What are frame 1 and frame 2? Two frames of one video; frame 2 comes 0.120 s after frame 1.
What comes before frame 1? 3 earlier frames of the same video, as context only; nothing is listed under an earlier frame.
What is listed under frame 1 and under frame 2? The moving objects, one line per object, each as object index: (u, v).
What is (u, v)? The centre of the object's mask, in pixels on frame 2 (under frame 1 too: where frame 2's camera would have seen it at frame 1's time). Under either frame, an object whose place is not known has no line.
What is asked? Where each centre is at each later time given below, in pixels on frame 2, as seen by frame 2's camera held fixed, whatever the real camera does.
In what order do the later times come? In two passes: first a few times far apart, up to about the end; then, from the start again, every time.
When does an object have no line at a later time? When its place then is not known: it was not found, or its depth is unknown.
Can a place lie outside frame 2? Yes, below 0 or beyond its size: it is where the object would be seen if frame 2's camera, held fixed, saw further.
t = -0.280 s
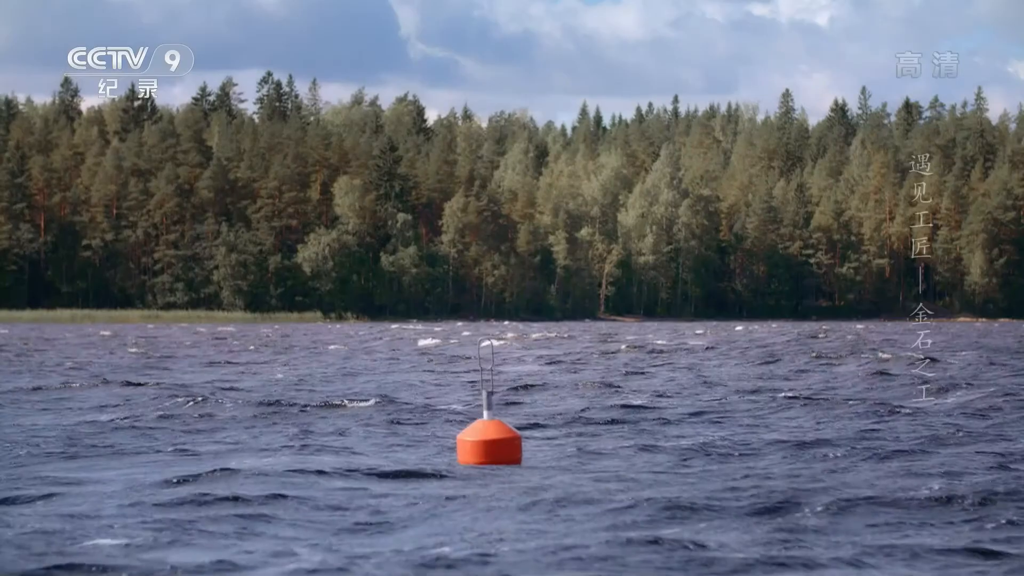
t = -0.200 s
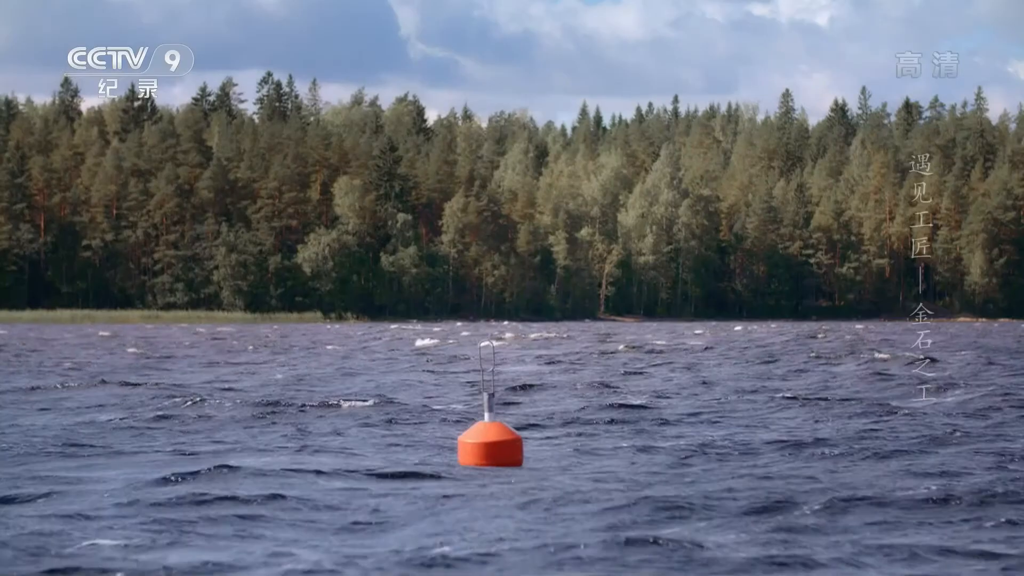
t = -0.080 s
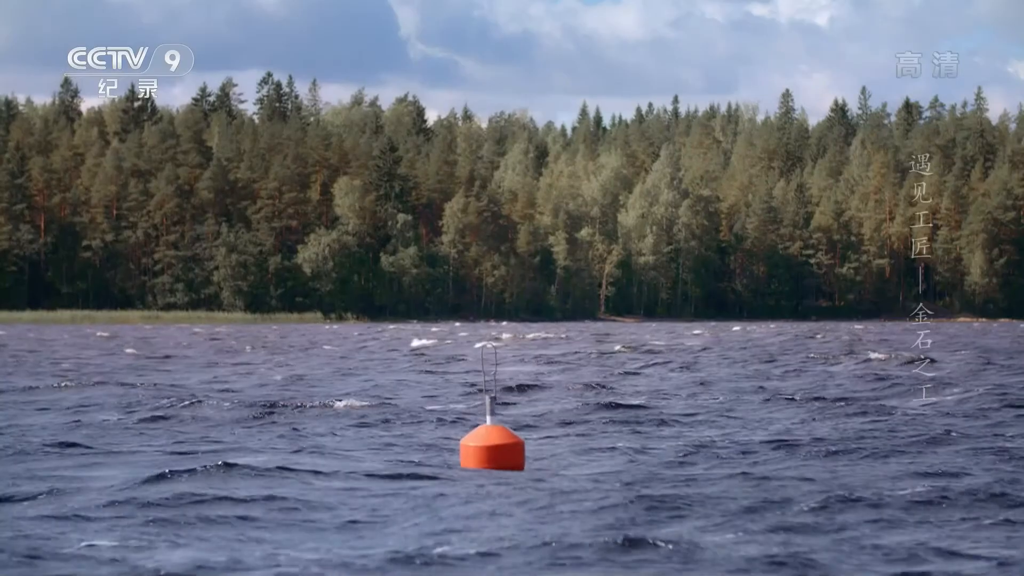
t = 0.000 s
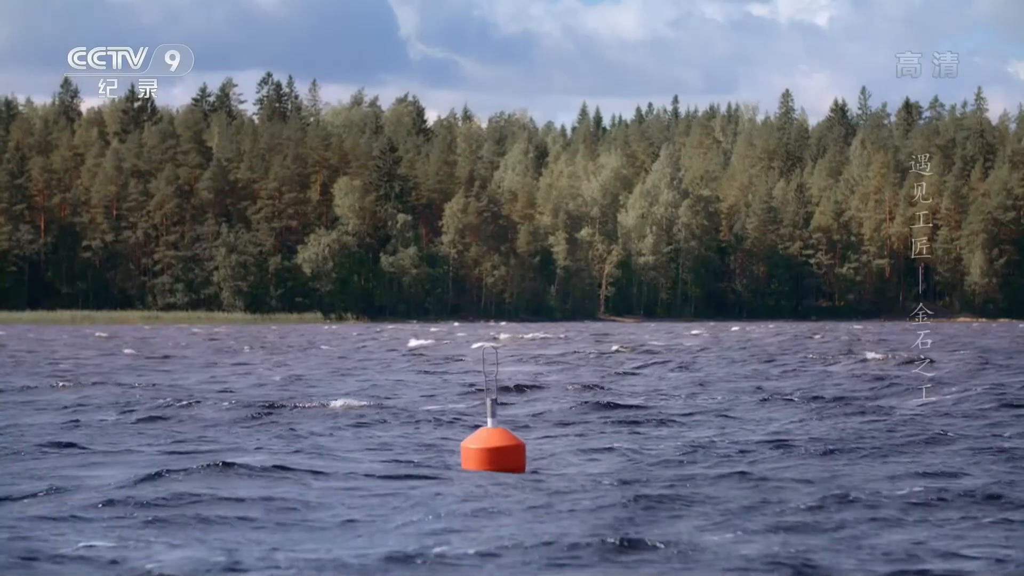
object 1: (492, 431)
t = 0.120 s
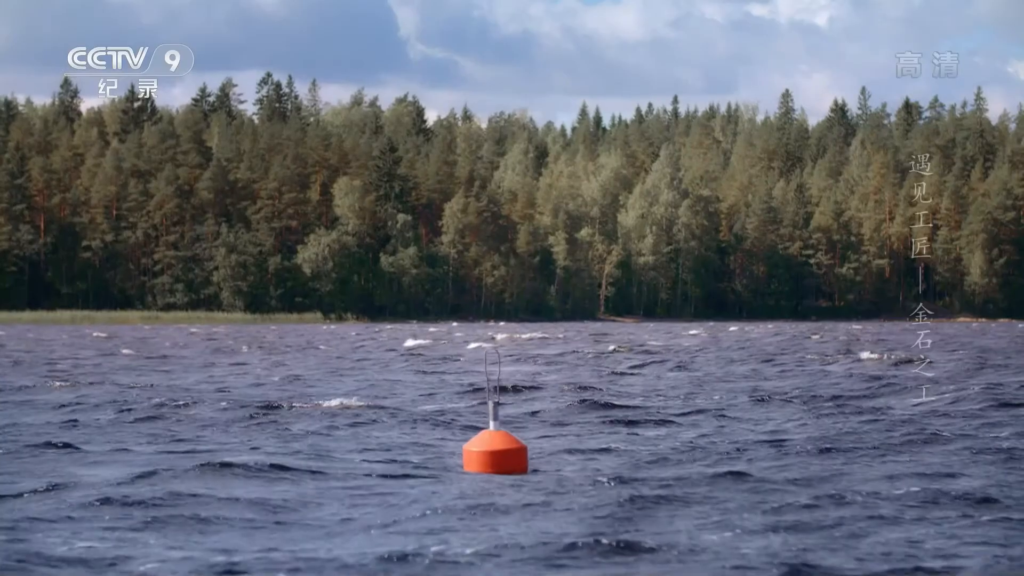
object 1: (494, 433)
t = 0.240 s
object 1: (496, 435)
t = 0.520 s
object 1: (502, 436)
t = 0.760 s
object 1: (506, 437)
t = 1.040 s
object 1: (509, 435)
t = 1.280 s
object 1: (508, 430)
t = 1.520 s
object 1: (505, 432)
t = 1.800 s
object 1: (500, 414)
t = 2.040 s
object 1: (494, 409)
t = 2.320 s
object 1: (486, 406)
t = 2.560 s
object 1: (480, 405)
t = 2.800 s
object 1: (474, 407)
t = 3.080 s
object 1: (470, 417)
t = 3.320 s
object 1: (465, 413)
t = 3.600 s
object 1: (465, 418)
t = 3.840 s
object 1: (467, 422)
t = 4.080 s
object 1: (469, 424)
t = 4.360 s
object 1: (474, 427)
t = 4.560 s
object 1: (477, 429)
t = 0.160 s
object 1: (495, 434)
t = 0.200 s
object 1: (496, 435)
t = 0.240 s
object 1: (496, 435)
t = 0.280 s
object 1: (497, 435)
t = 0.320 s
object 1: (498, 435)
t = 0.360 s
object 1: (499, 435)
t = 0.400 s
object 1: (500, 435)
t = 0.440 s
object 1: (500, 435)
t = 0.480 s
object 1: (501, 436)
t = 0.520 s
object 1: (502, 436)
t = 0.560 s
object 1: (503, 436)
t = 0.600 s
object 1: (504, 436)
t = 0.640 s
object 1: (504, 436)
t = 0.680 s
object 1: (505, 437)
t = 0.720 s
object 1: (505, 437)
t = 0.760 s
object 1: (506, 437)
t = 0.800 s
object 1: (506, 446)
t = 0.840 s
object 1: (506, 446)
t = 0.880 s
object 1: (507, 445)
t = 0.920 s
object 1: (507, 445)
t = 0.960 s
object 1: (508, 444)
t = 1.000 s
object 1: (508, 444)
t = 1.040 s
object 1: (509, 435)
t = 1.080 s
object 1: (508, 443)
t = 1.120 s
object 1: (509, 433)
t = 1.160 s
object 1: (509, 433)
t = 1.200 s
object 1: (509, 432)
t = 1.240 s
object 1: (509, 431)
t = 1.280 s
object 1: (508, 430)
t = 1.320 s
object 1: (508, 429)
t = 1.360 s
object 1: (507, 436)
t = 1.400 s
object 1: (508, 437)
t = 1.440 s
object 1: (507, 428)
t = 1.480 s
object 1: (506, 434)
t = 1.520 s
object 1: (505, 432)
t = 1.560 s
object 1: (504, 430)
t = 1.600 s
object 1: (504, 419)
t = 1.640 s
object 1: (503, 419)
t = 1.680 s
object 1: (502, 417)
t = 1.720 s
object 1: (502, 417)
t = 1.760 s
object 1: (501, 415)
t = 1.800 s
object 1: (500, 414)
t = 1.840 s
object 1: (499, 413)
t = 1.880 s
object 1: (498, 412)
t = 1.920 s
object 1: (497, 411)
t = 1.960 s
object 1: (496, 410)
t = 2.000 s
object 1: (495, 409)
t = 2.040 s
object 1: (494, 409)
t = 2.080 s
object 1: (493, 408)
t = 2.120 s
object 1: (491, 407)
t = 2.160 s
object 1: (490, 406)
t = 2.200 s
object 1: (490, 406)
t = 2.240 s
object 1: (488, 406)
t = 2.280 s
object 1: (487, 406)
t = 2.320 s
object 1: (486, 406)
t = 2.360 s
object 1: (485, 406)
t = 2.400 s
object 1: (484, 405)
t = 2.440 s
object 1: (483, 405)
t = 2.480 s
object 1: (482, 405)
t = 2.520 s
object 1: (481, 405)
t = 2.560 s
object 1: (480, 405)
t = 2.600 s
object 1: (479, 406)
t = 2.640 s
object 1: (478, 406)
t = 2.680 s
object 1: (477, 406)
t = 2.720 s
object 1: (476, 406)
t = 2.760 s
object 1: (475, 407)
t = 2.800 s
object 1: (474, 407)
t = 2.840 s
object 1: (473, 407)
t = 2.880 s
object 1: (472, 407)
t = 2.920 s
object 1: (471, 408)
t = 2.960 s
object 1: (471, 408)
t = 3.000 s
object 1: (470, 408)
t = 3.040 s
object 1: (469, 409)
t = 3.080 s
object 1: (470, 417)
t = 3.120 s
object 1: (469, 417)
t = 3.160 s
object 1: (469, 421)
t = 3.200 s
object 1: (467, 411)
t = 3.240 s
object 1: (466, 412)
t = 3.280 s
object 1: (466, 412)
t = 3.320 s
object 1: (465, 413)
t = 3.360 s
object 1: (465, 415)
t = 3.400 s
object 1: (465, 415)
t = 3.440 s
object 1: (465, 415)
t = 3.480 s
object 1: (465, 416)
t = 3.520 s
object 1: (465, 417)
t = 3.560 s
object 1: (465, 417)
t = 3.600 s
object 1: (465, 418)
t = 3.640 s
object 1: (465, 419)
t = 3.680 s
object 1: (466, 419)
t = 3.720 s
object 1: (466, 420)
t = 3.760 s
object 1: (466, 421)
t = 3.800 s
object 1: (467, 422)
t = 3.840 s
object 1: (467, 422)
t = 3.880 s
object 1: (467, 422)
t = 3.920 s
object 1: (468, 422)
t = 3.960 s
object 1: (468, 423)
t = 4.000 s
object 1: (468, 424)
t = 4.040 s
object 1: (469, 424)
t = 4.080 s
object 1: (469, 424)
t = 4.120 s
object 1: (470, 425)
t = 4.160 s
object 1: (470, 425)
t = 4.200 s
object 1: (471, 426)
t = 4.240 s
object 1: (471, 426)
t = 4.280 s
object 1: (472, 426)
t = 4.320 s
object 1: (473, 433)
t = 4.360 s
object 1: (474, 427)
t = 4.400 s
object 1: (474, 427)
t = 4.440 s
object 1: (475, 427)
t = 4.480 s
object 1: (476, 428)
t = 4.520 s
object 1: (476, 429)
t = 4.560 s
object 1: (477, 429)
